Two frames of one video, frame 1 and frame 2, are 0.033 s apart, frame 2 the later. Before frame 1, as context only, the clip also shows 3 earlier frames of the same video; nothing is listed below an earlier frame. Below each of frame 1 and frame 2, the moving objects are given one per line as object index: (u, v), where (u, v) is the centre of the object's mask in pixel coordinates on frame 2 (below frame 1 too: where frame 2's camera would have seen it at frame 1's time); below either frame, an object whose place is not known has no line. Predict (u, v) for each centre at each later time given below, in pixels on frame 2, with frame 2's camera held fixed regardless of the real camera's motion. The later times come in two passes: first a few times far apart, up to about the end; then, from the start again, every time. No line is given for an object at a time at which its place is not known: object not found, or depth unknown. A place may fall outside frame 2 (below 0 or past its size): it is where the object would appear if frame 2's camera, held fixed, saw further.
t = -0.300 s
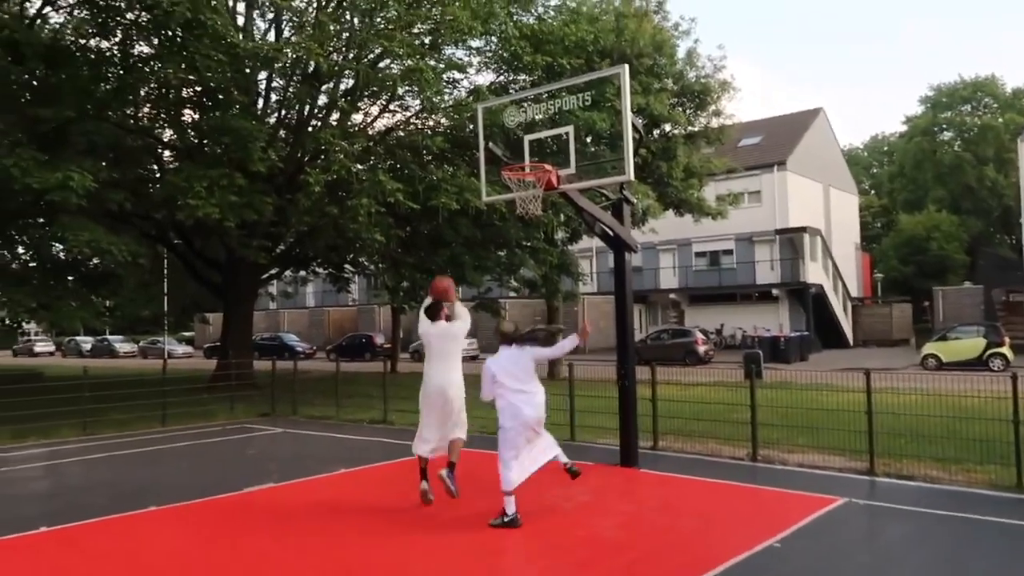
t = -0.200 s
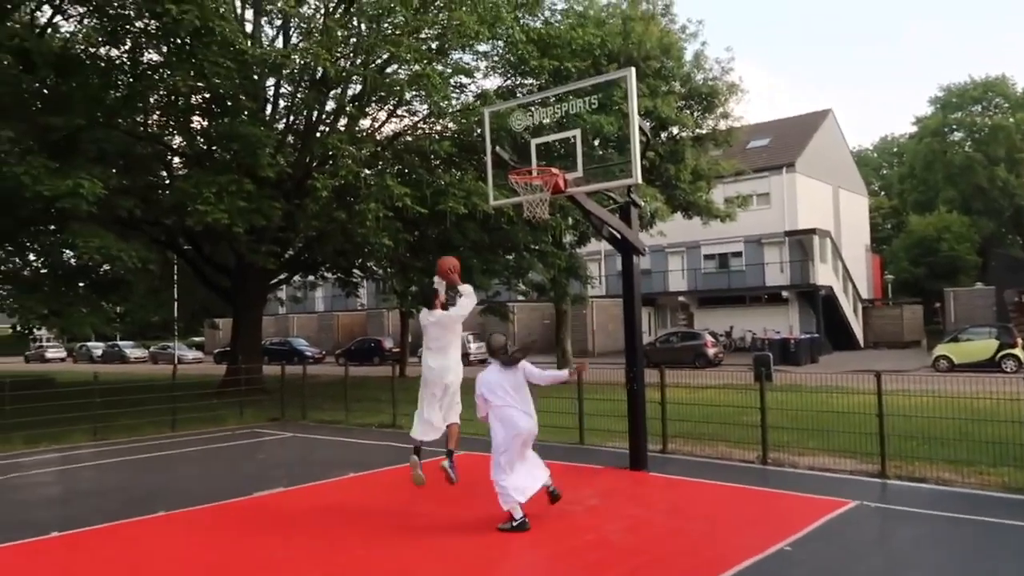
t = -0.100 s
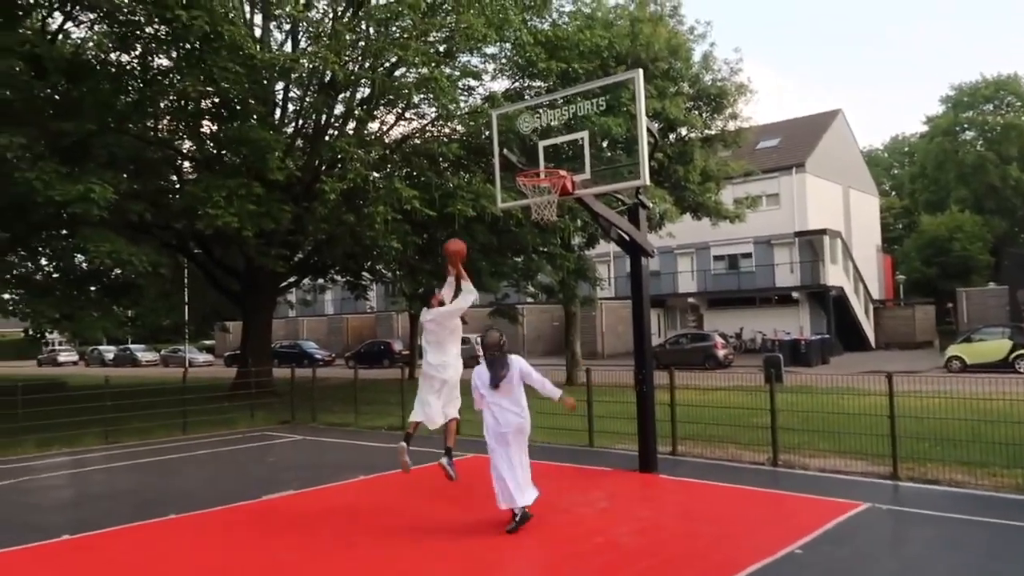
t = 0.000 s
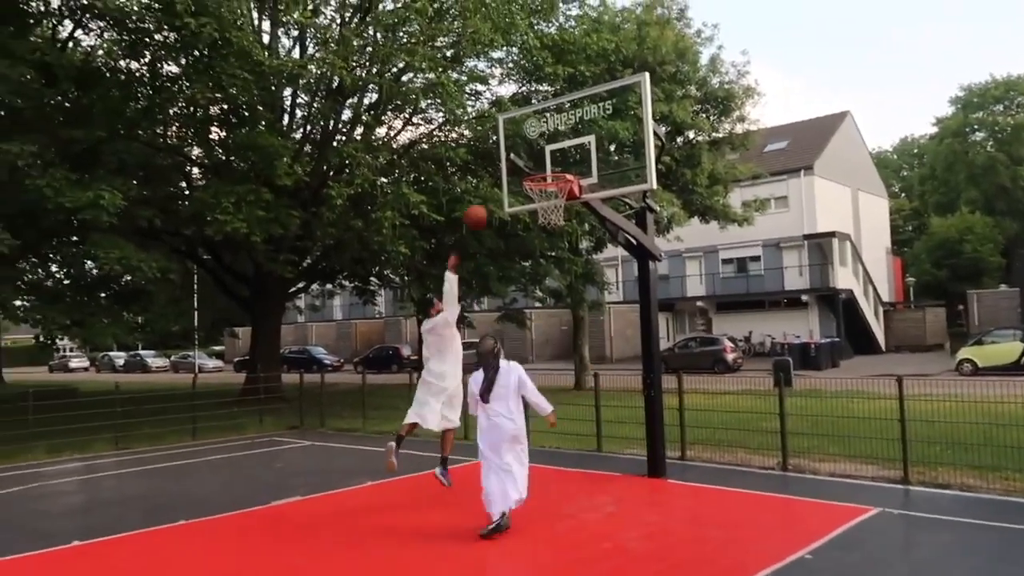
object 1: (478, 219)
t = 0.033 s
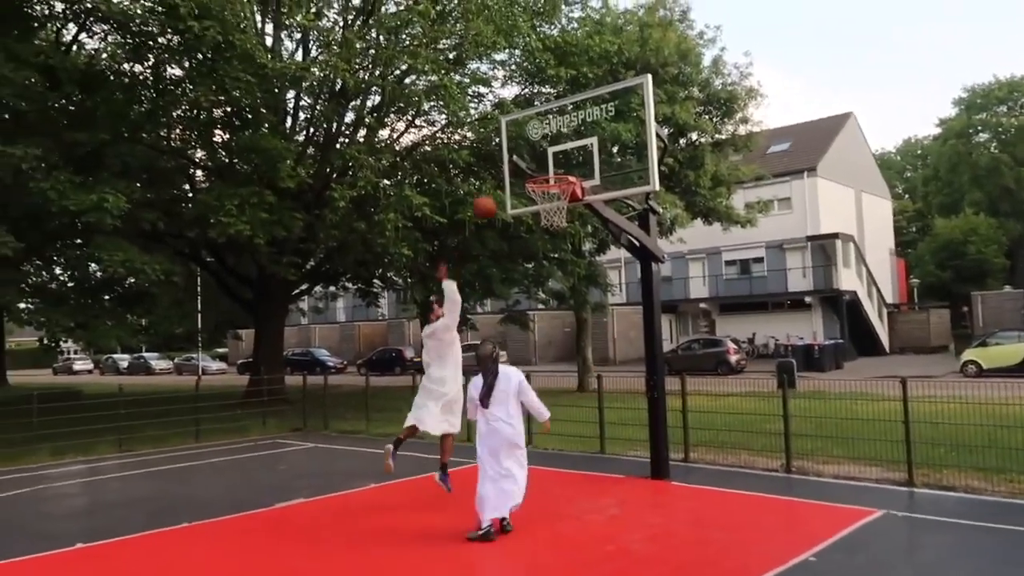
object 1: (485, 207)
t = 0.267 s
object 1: (521, 165)
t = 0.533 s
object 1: (512, 182)
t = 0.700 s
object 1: (501, 229)
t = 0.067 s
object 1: (489, 198)
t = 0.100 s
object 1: (494, 189)
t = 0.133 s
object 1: (500, 182)
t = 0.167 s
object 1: (506, 176)
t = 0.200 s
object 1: (511, 171)
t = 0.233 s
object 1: (516, 167)
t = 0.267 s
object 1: (521, 165)
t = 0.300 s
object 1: (526, 164)
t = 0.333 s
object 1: (526, 164)
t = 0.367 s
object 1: (524, 164)
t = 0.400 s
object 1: (522, 165)
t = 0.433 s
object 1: (520, 167)
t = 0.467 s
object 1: (517, 171)
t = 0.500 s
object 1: (515, 175)
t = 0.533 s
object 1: (512, 182)
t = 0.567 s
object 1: (510, 189)
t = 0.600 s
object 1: (508, 196)
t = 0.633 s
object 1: (506, 207)
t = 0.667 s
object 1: (502, 217)
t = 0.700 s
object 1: (501, 229)
